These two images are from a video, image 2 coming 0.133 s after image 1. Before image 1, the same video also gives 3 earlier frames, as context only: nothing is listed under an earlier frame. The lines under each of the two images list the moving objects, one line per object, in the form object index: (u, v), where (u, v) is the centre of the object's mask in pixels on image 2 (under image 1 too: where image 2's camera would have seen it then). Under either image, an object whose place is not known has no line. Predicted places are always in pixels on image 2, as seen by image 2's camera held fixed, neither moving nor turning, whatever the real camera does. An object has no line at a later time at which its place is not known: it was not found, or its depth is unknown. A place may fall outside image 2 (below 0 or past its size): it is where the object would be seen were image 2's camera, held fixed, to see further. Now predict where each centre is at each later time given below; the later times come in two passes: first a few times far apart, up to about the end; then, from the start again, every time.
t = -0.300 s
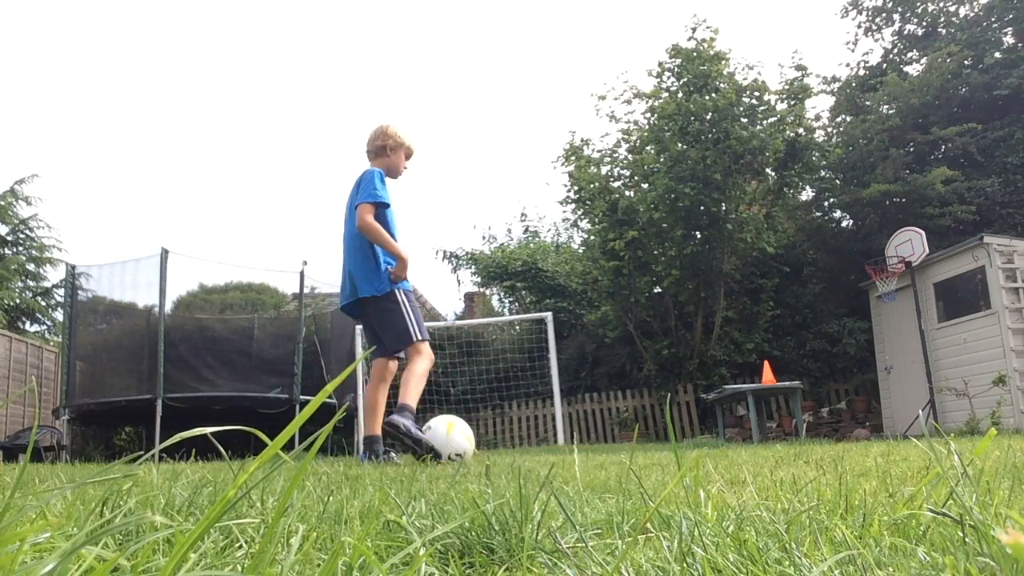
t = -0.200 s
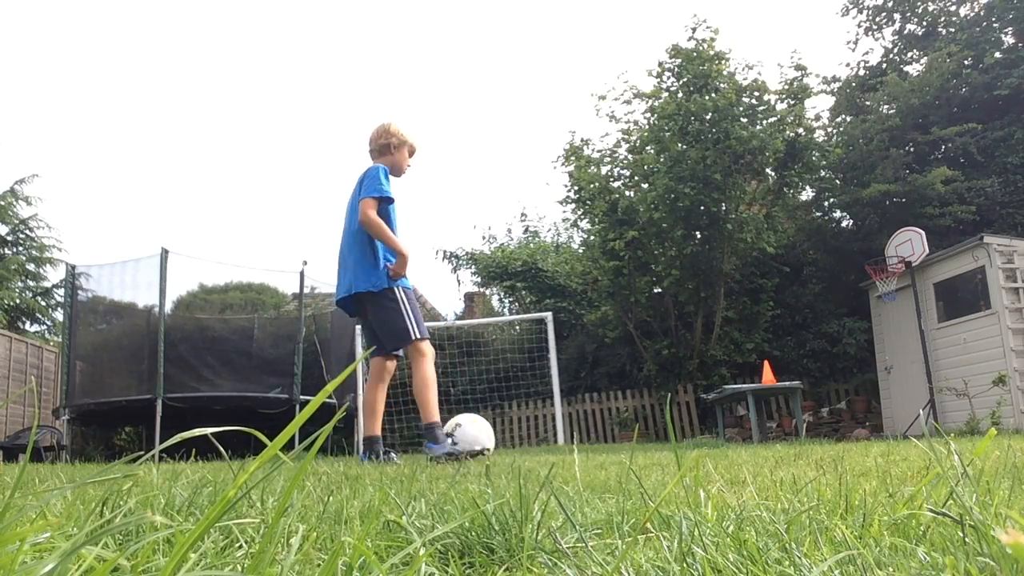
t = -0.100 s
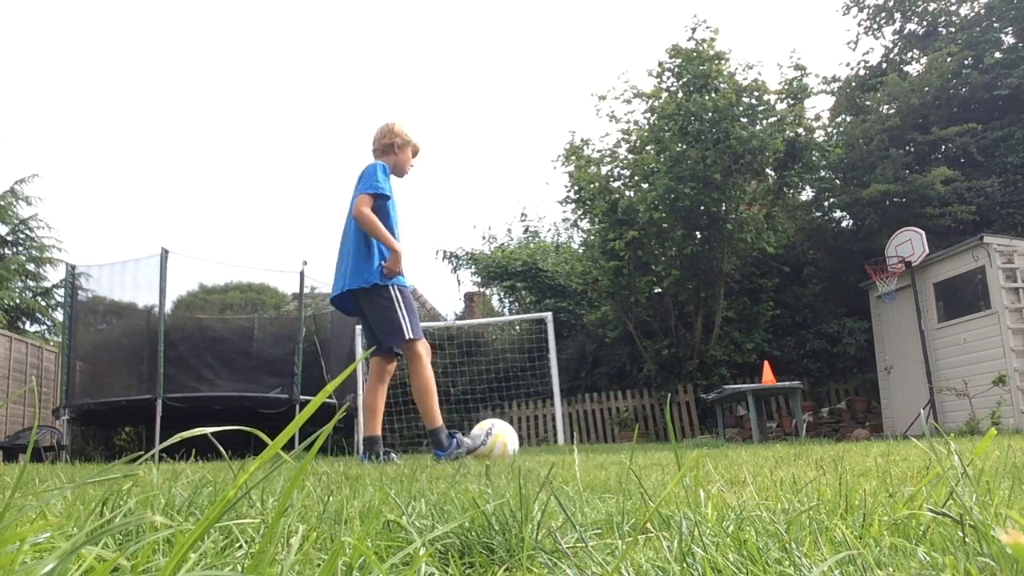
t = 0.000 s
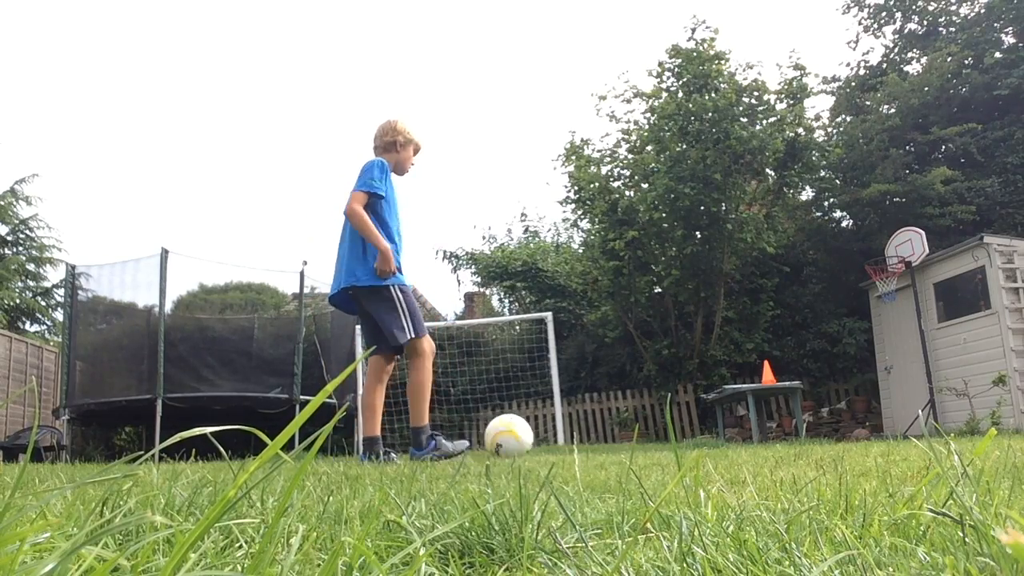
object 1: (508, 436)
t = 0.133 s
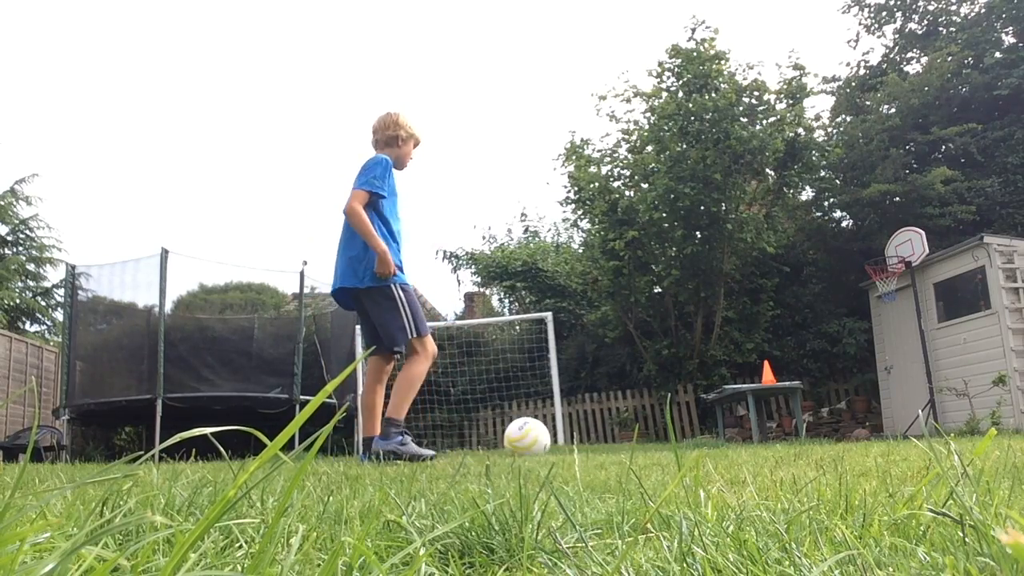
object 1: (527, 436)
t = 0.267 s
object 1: (539, 437)
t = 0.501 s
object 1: (555, 438)
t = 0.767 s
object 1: (569, 440)
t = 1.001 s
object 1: (578, 439)
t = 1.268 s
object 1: (584, 440)
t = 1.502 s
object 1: (585, 441)
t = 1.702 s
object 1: (584, 440)
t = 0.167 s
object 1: (530, 437)
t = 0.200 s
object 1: (534, 439)
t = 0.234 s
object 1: (537, 438)
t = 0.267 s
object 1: (539, 437)
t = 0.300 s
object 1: (542, 437)
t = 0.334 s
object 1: (545, 437)
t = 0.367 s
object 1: (547, 438)
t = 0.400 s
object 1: (549, 437)
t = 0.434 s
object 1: (551, 438)
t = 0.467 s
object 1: (554, 438)
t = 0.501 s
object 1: (555, 438)
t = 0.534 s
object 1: (557, 438)
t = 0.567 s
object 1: (559, 438)
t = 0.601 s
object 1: (561, 438)
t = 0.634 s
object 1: (563, 438)
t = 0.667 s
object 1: (564, 439)
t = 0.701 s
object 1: (566, 439)
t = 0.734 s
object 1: (567, 439)
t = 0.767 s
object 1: (569, 440)
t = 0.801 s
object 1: (570, 439)
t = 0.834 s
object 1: (572, 439)
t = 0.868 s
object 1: (573, 440)
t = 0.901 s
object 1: (575, 441)
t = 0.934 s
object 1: (576, 440)
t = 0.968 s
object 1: (577, 439)
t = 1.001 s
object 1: (578, 439)
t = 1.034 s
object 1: (579, 440)
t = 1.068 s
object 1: (580, 441)
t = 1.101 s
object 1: (581, 441)
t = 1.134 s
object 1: (581, 441)
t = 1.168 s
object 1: (582, 441)
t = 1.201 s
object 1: (583, 441)
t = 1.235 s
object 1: (584, 441)
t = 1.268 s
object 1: (584, 440)
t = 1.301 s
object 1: (584, 440)
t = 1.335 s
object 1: (585, 441)
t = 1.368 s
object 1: (585, 441)
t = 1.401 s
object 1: (585, 441)
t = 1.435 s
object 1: (585, 441)
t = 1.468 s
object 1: (585, 441)
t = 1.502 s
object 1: (585, 441)
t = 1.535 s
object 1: (585, 441)
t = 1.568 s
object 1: (585, 441)
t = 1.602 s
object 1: (584, 440)
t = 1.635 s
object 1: (584, 440)
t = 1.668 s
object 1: (584, 440)
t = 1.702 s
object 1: (584, 440)
